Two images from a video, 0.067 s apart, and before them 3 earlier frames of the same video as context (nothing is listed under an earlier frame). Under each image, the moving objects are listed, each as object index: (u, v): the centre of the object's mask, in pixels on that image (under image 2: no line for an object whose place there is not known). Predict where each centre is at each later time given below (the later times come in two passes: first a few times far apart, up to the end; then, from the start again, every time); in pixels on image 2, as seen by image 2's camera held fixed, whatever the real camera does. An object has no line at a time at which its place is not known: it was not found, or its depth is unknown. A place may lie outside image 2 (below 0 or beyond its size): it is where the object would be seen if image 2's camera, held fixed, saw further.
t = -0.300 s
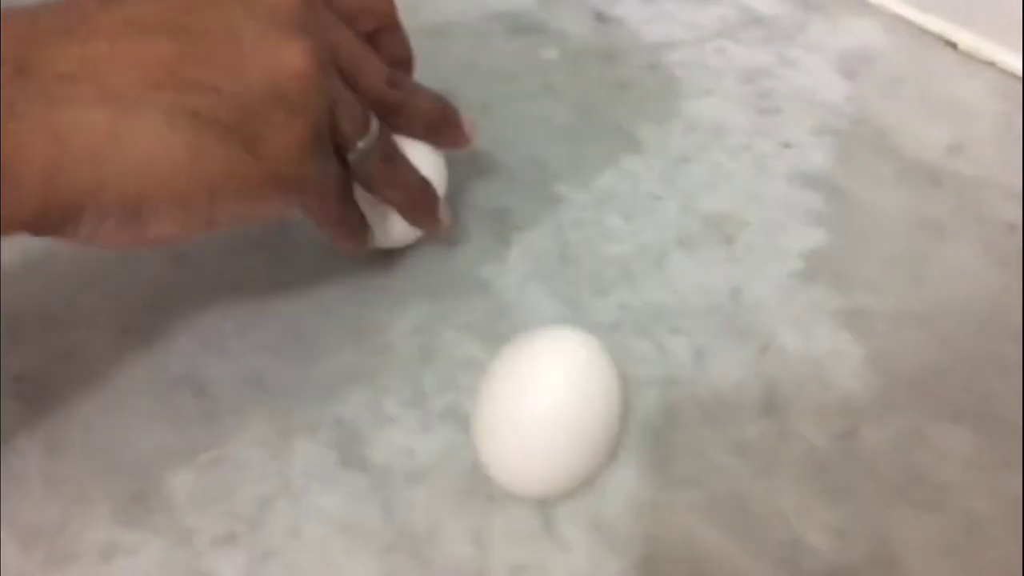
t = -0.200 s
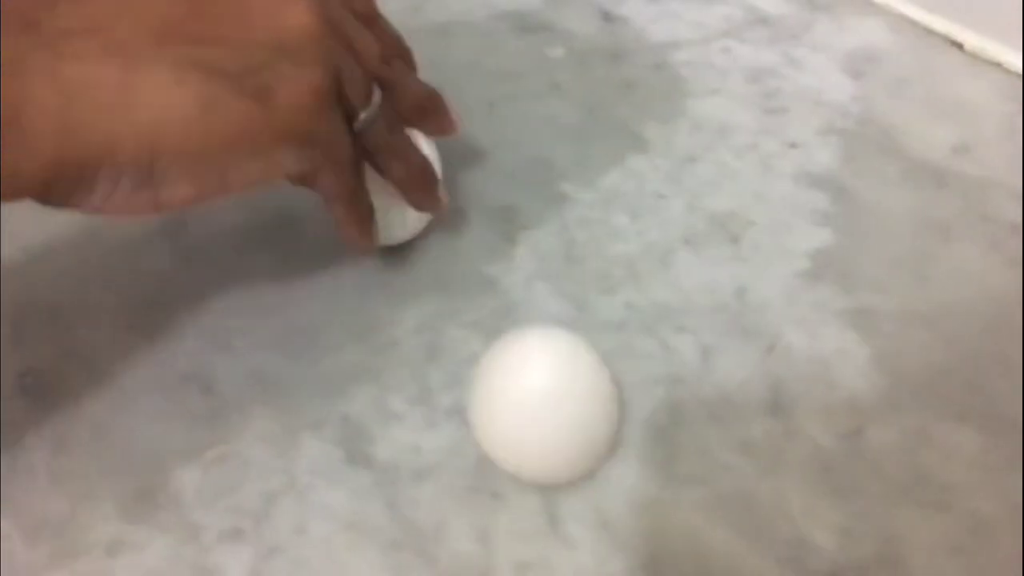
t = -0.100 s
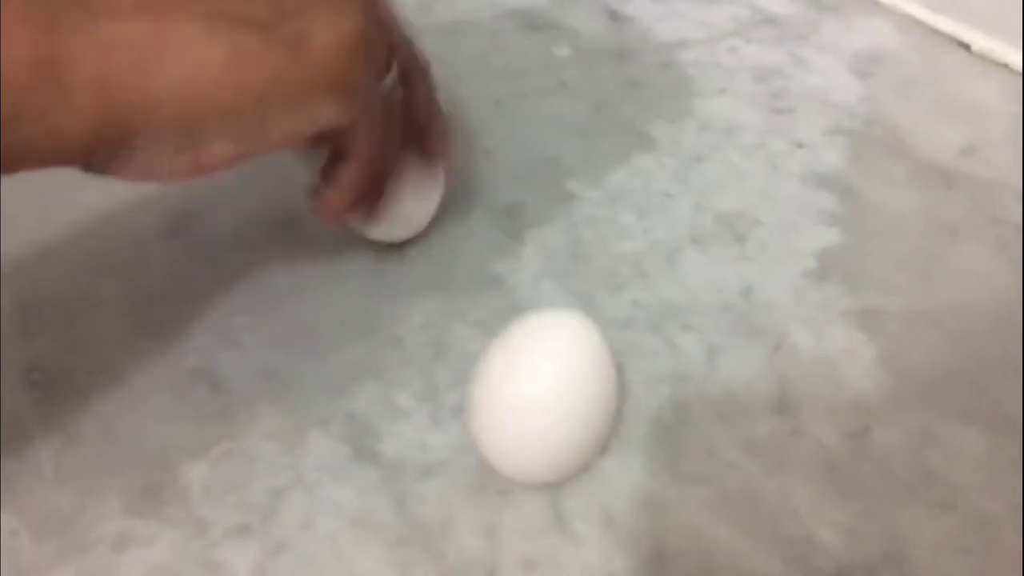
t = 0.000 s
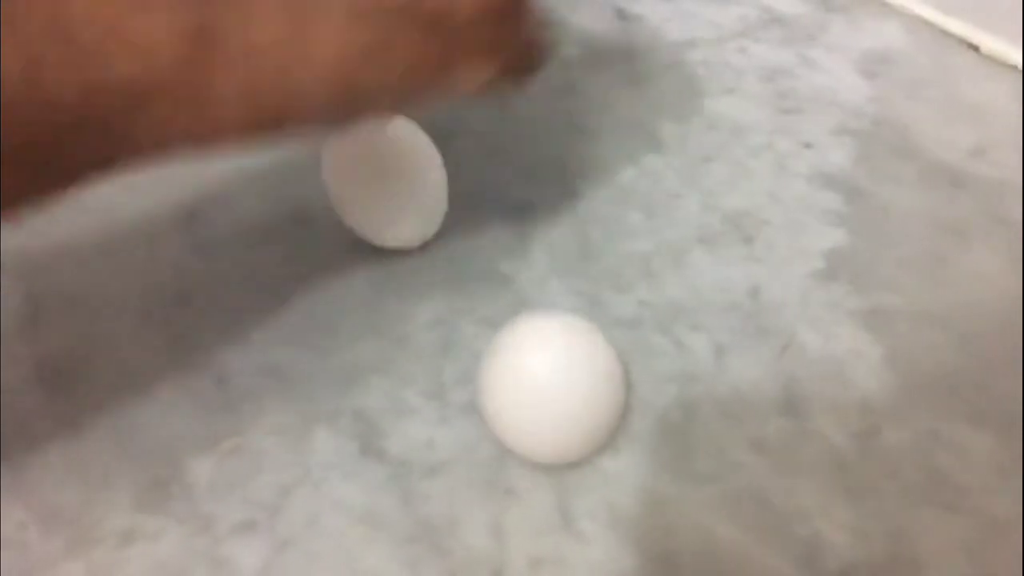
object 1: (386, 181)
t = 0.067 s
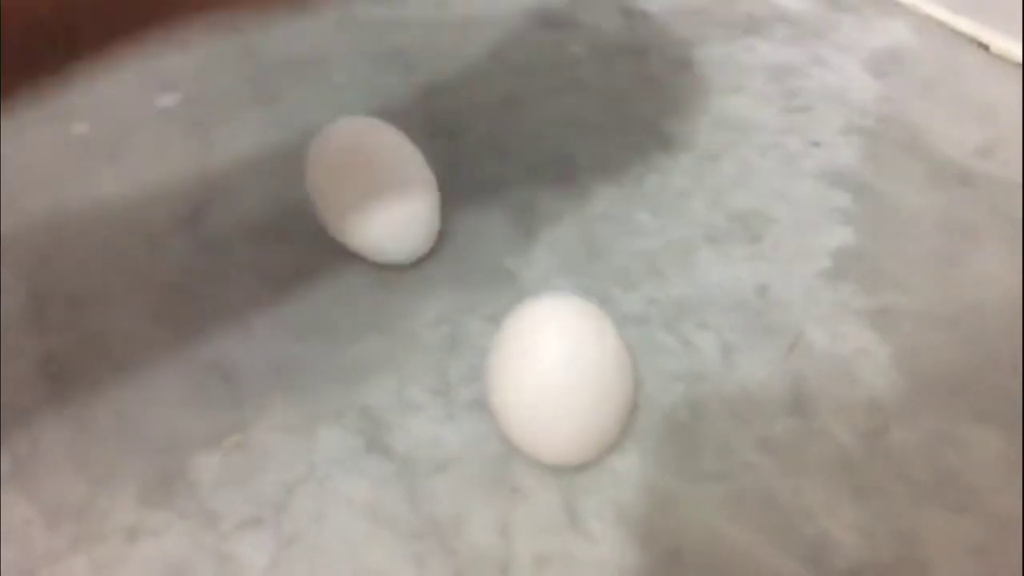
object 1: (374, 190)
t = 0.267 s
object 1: (263, 181)
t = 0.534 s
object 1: (334, 144)
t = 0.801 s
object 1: (342, 171)
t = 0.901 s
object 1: (312, 182)
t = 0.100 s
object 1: (358, 201)
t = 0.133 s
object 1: (338, 207)
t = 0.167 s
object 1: (314, 203)
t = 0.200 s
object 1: (292, 198)
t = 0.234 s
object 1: (275, 191)
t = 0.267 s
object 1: (263, 181)
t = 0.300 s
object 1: (257, 171)
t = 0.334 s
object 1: (257, 162)
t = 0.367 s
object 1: (264, 155)
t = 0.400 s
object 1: (275, 153)
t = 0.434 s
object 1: (289, 150)
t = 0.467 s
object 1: (304, 148)
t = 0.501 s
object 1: (319, 146)
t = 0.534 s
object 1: (334, 144)
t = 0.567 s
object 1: (348, 142)
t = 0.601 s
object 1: (359, 142)
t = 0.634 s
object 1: (366, 144)
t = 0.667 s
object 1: (369, 149)
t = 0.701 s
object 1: (367, 155)
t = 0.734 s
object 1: (360, 161)
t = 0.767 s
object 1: (352, 167)
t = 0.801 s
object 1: (342, 171)
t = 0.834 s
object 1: (332, 176)
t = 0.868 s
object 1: (322, 179)
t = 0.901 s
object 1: (312, 182)
